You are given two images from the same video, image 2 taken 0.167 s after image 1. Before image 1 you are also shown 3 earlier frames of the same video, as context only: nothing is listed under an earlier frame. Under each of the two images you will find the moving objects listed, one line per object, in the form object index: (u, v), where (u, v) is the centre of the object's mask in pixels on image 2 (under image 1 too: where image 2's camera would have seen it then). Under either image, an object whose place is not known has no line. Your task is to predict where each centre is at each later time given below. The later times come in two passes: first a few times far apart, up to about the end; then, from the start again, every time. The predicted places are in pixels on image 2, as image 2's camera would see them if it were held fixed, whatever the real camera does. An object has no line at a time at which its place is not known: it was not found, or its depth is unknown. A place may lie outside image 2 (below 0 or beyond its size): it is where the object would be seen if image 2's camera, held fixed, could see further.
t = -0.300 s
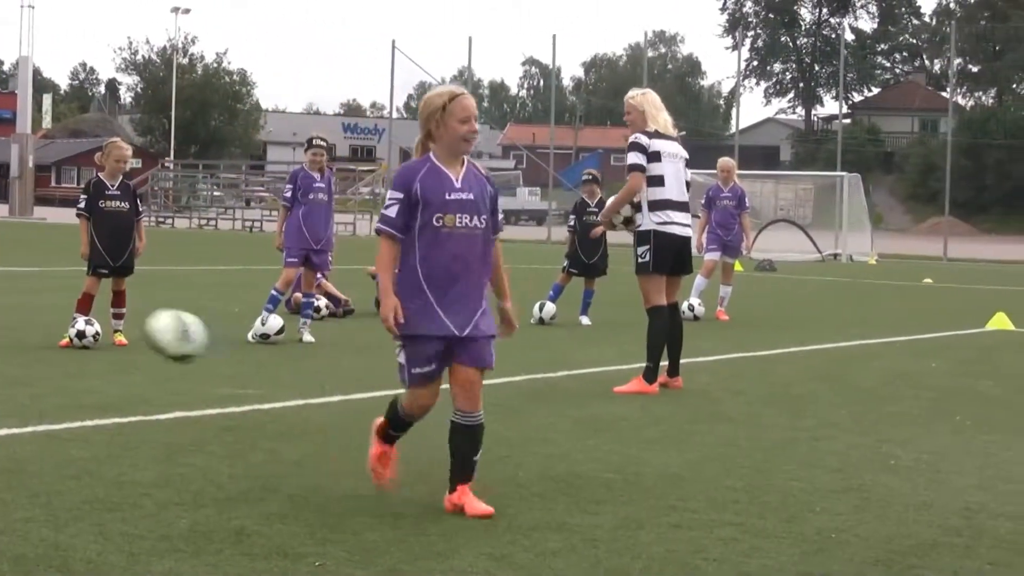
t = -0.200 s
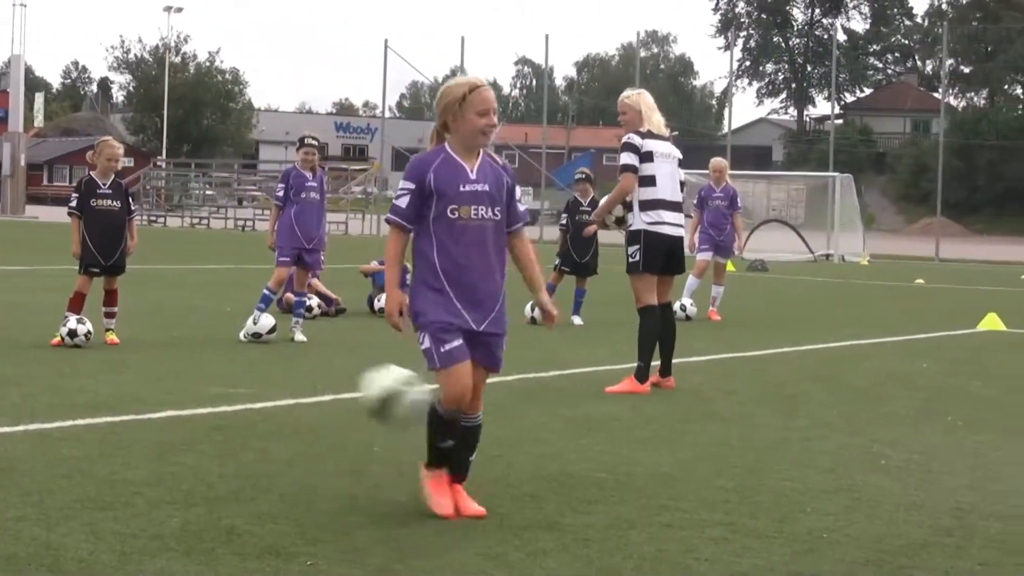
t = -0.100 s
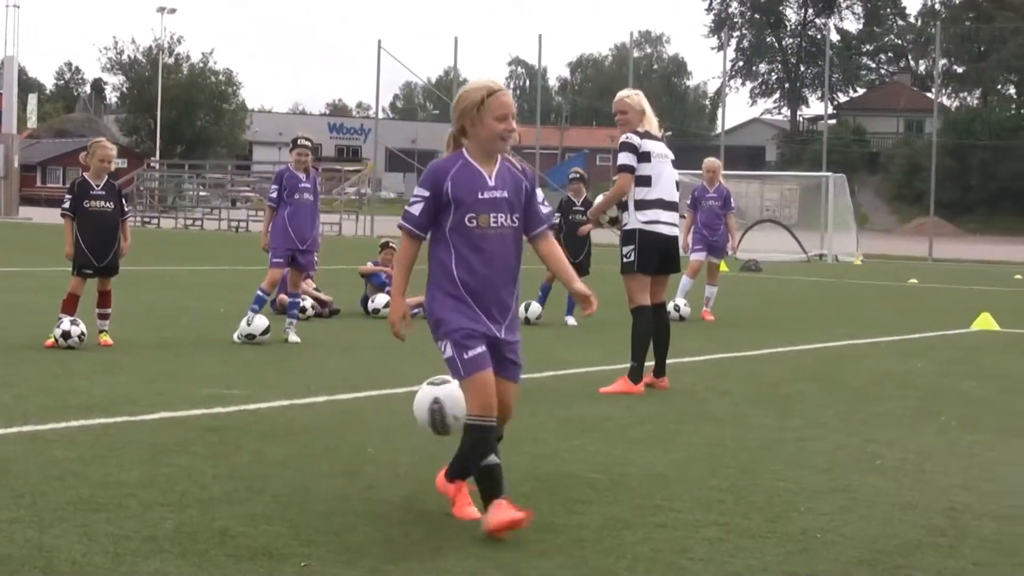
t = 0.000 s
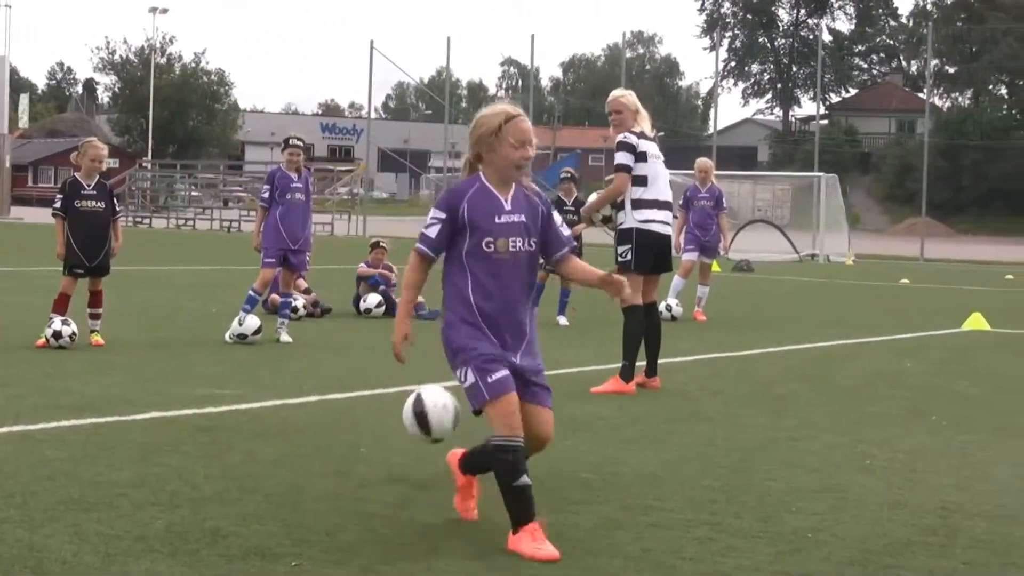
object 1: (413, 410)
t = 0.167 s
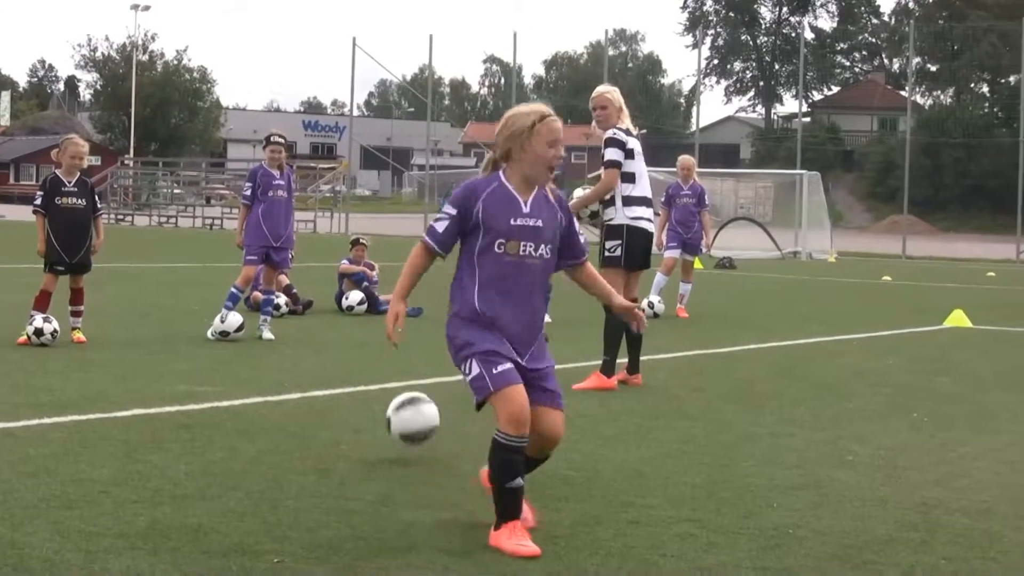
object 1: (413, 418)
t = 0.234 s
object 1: (413, 408)
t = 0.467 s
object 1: (415, 413)
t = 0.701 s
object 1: (419, 408)
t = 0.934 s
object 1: (427, 403)
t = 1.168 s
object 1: (436, 396)
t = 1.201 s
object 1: (438, 396)
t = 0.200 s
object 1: (412, 412)
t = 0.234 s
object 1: (413, 408)
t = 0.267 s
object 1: (413, 406)
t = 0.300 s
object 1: (413, 407)
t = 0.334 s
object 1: (412, 411)
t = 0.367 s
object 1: (413, 418)
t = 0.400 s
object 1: (414, 426)
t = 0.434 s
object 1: (415, 418)
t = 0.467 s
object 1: (415, 413)
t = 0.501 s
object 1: (416, 410)
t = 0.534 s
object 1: (416, 409)
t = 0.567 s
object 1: (416, 410)
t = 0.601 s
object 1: (417, 414)
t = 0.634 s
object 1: (417, 413)
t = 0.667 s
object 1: (417, 407)
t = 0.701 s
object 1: (419, 408)
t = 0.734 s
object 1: (420, 409)
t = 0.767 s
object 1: (421, 409)
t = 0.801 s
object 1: (423, 407)
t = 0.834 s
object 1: (423, 407)
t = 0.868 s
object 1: (424, 405)
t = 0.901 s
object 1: (426, 404)
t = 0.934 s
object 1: (427, 403)
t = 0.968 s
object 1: (427, 401)
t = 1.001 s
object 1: (429, 401)
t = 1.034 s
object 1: (431, 399)
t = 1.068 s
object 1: (433, 398)
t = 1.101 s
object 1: (434, 397)
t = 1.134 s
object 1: (435, 397)
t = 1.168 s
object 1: (436, 396)
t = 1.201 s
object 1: (438, 396)
